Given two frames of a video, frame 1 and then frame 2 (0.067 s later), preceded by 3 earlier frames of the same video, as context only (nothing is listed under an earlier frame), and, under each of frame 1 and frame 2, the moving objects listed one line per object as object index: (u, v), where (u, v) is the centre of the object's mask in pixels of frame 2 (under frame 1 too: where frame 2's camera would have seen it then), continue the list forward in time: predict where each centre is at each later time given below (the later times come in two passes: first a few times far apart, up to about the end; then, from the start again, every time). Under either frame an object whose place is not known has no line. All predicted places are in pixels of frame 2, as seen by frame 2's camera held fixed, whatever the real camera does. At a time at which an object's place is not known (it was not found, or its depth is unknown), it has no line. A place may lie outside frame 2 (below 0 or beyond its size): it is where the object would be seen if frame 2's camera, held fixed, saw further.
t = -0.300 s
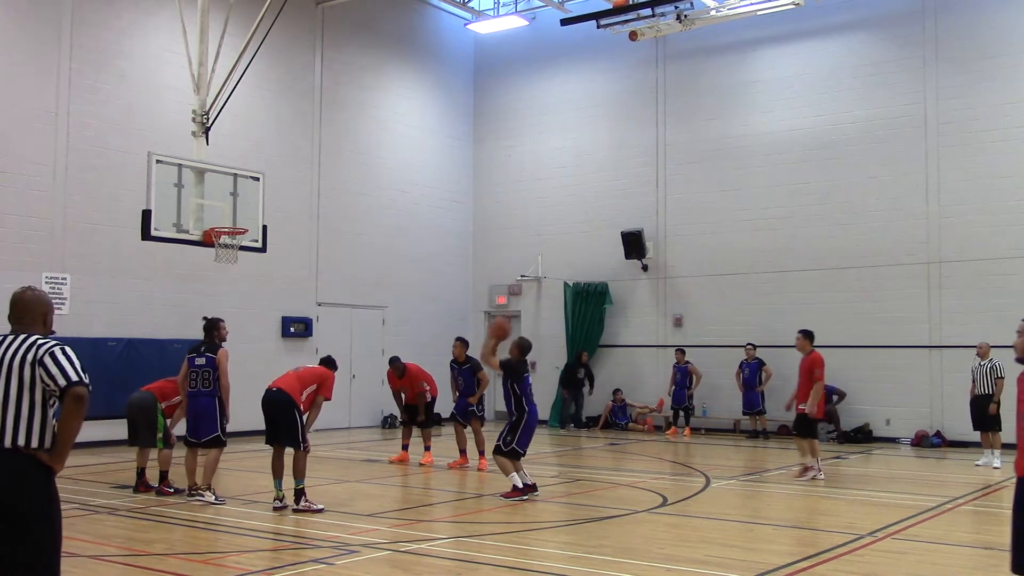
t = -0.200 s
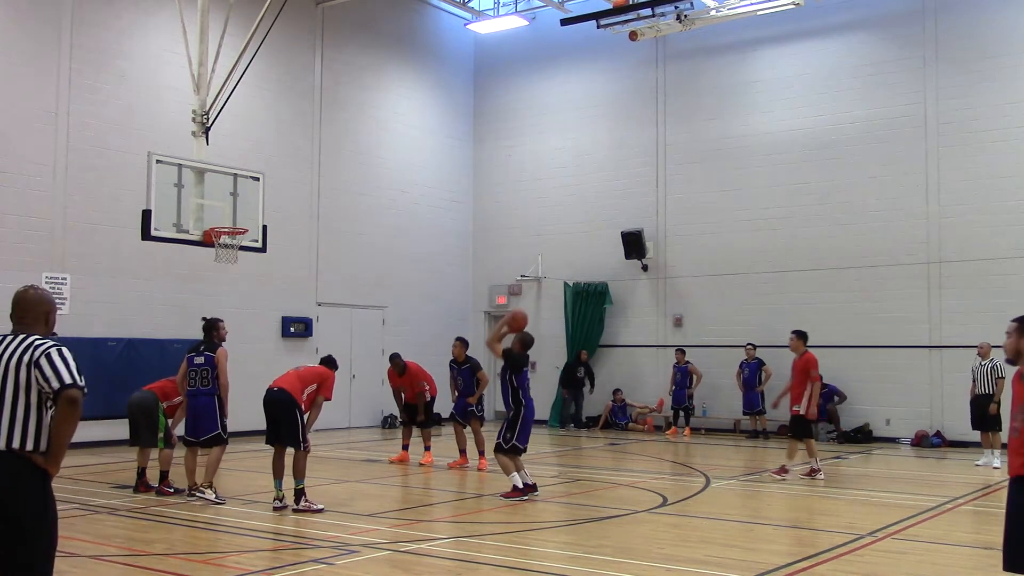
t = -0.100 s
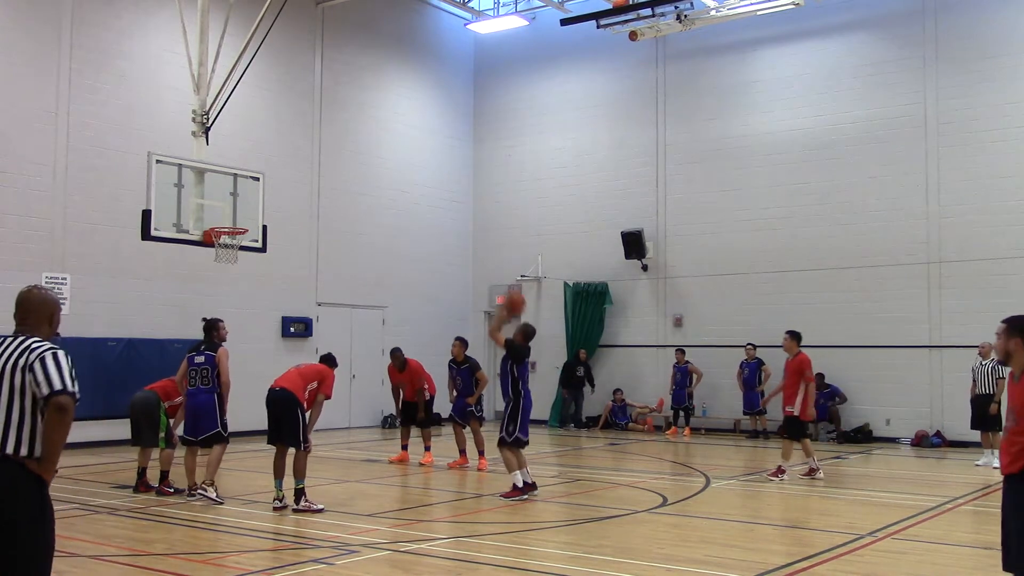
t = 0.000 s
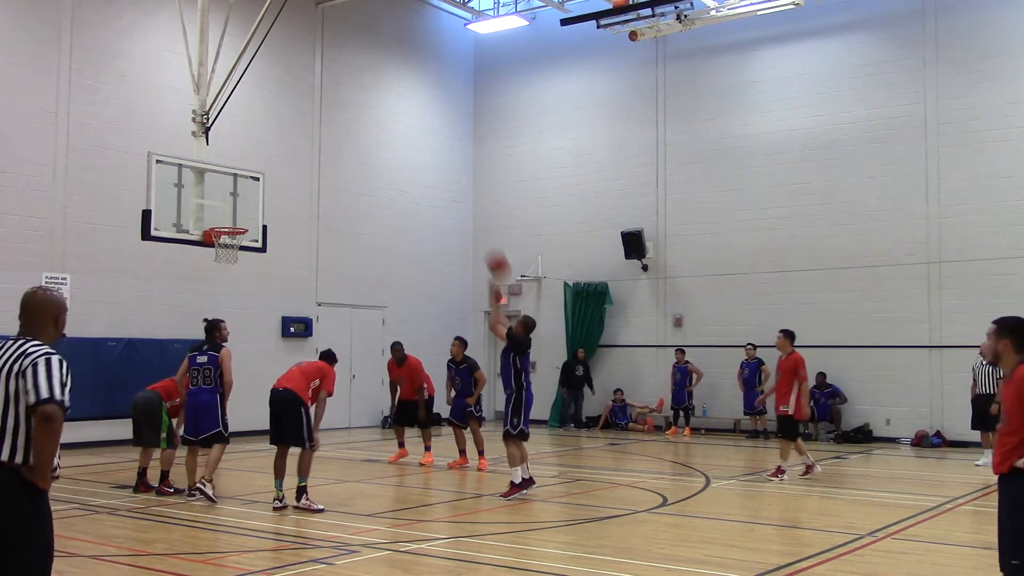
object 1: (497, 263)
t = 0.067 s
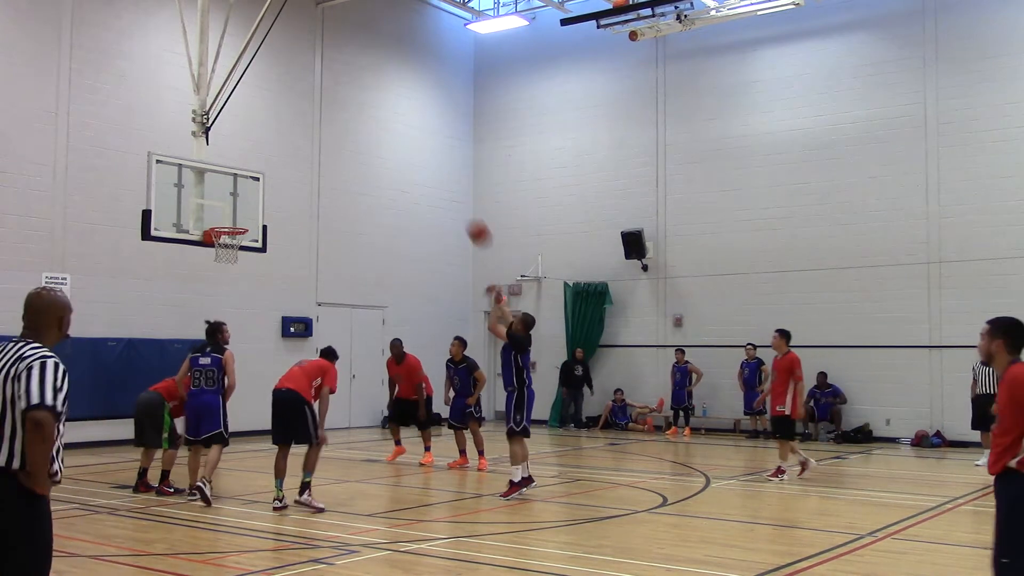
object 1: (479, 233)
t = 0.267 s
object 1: (424, 165)
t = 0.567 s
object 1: (352, 134)
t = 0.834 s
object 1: (295, 165)
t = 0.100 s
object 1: (469, 218)
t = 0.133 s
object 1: (460, 205)
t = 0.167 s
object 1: (451, 193)
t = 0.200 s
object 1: (441, 183)
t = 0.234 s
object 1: (433, 174)
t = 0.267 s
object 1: (424, 165)
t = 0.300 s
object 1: (416, 158)
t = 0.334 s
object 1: (408, 152)
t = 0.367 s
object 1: (399, 146)
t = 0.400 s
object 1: (391, 142)
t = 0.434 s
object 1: (383, 139)
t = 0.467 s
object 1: (375, 136)
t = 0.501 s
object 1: (367, 135)
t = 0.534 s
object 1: (359, 134)
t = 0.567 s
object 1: (352, 134)
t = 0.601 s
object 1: (345, 135)
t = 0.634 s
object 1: (337, 137)
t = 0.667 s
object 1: (330, 140)
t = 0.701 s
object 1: (323, 144)
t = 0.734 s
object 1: (316, 148)
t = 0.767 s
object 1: (309, 153)
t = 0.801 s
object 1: (301, 159)
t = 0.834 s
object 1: (295, 165)
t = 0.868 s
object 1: (287, 173)
